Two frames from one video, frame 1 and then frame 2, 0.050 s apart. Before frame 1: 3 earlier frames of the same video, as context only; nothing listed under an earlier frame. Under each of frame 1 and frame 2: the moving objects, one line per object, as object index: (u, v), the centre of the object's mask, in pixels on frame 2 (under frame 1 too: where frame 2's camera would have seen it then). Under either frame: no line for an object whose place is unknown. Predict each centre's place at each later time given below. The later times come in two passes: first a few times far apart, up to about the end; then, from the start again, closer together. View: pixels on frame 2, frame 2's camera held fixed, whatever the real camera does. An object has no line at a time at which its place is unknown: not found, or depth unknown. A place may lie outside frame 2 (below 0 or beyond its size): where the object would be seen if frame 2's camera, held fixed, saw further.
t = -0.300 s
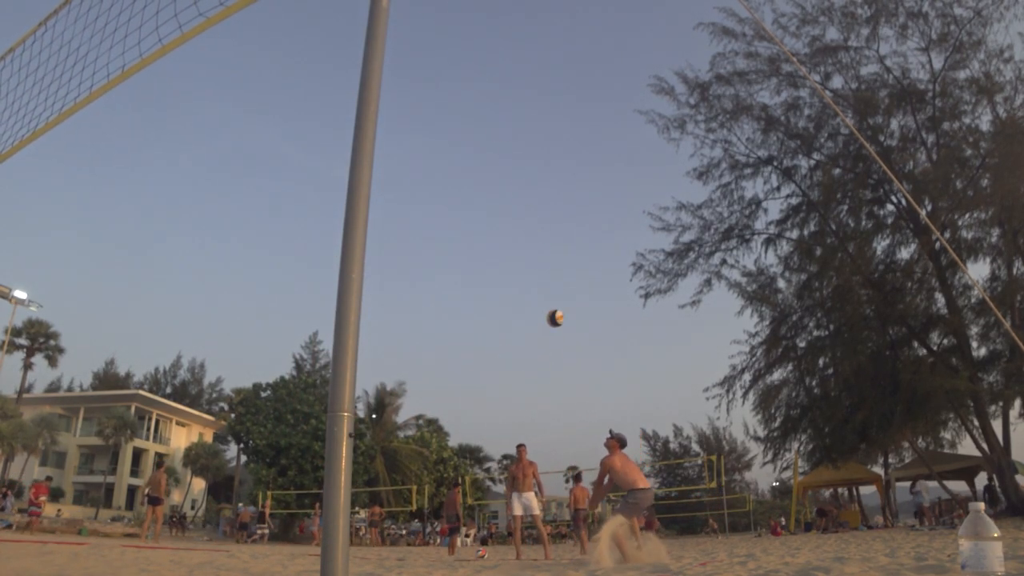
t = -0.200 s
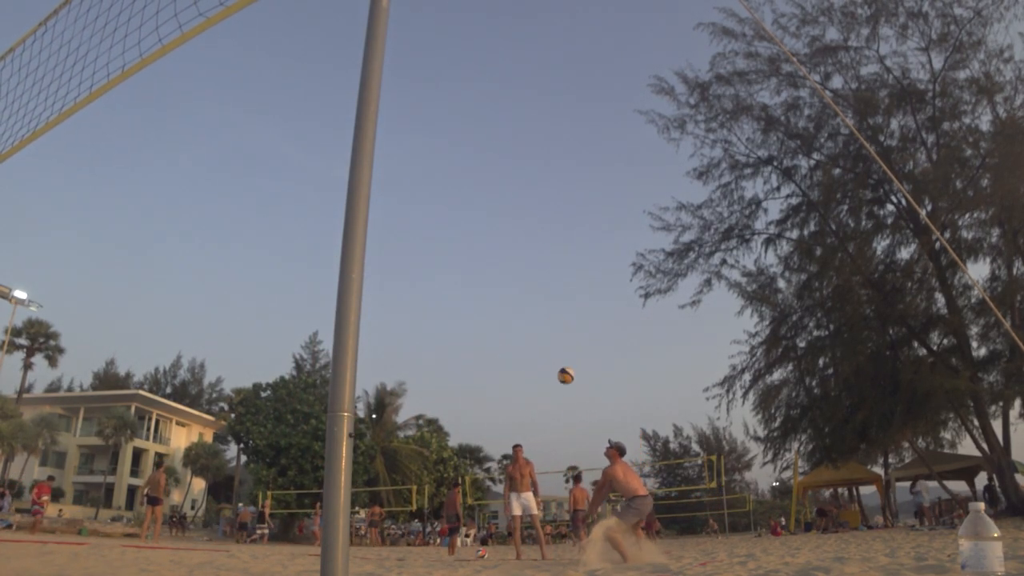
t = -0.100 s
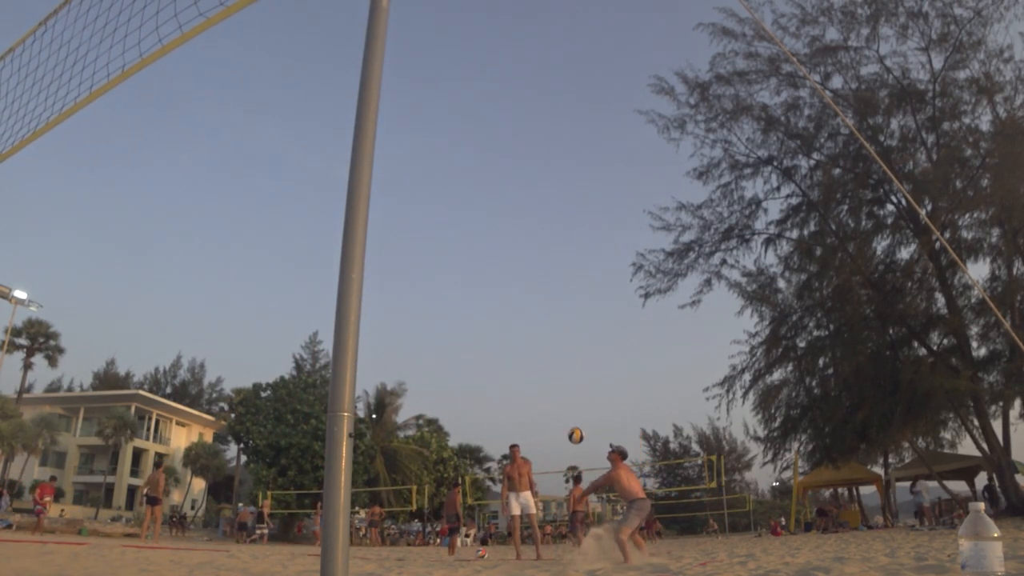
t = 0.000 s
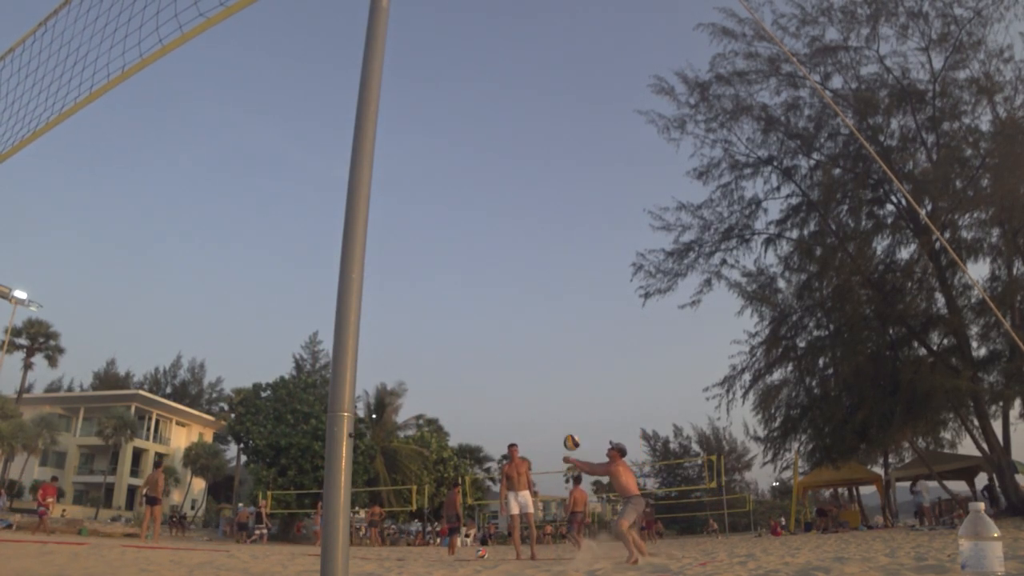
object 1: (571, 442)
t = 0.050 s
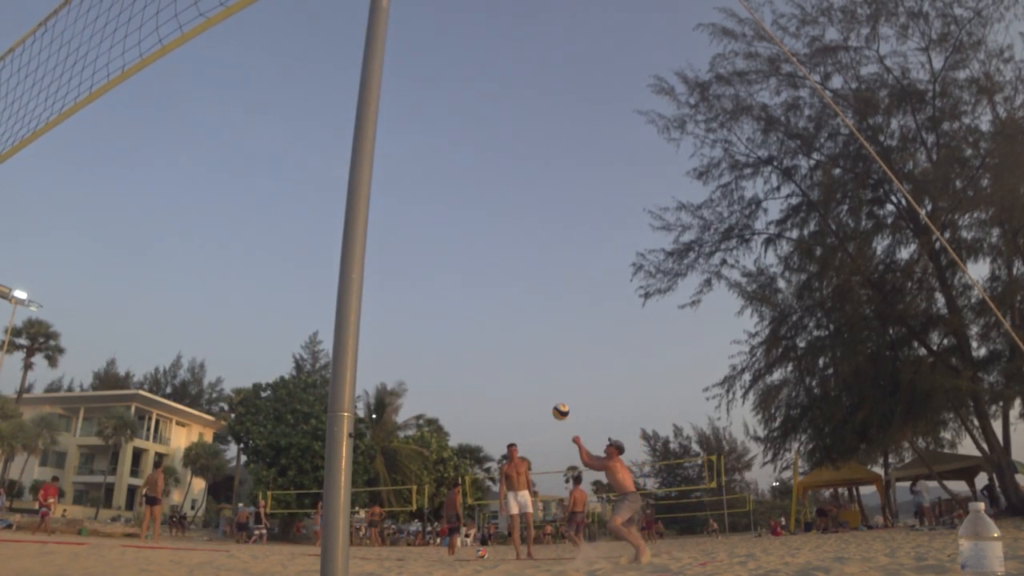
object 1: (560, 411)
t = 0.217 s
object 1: (524, 322)
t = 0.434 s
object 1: (476, 235)
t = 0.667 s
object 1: (422, 180)
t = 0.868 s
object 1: (375, 165)
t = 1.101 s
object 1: (299, 189)
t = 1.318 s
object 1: (221, 264)
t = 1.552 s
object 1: (122, 420)
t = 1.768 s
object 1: (37, 513)
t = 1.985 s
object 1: (5, 409)
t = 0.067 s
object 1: (557, 402)
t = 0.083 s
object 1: (553, 392)
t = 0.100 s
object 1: (549, 382)
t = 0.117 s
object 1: (545, 373)
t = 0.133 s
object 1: (542, 364)
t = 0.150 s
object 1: (538, 355)
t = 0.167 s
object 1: (534, 347)
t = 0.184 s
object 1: (531, 338)
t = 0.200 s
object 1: (527, 330)
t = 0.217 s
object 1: (524, 322)
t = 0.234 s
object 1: (520, 314)
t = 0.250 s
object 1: (516, 306)
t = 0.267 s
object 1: (512, 298)
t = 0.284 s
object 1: (509, 291)
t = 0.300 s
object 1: (505, 284)
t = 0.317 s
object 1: (501, 277)
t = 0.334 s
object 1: (498, 270)
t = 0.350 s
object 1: (494, 264)
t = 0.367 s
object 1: (491, 258)
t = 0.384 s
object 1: (487, 252)
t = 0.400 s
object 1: (483, 246)
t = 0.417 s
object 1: (480, 240)
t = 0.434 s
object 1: (476, 235)
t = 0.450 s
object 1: (472, 229)
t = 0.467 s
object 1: (468, 224)
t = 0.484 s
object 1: (464, 219)
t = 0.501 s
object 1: (460, 214)
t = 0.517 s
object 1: (457, 210)
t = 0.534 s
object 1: (452, 206)
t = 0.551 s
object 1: (449, 203)
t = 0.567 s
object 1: (445, 198)
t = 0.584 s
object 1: (441, 195)
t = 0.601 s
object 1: (437, 191)
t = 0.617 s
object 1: (433, 188)
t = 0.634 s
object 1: (430, 185)
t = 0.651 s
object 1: (425, 182)
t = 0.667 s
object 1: (422, 180)
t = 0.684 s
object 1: (417, 177)
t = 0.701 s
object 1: (413, 175)
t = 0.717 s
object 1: (409, 173)
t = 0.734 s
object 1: (405, 171)
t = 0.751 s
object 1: (401, 170)
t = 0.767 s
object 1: (397, 168)
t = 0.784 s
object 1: (392, 167)
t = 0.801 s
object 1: (387, 166)
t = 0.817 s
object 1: (383, 165)
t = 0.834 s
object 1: (380, 165)
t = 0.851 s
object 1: (377, 164)
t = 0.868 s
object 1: (375, 165)
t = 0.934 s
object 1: (345, 166)
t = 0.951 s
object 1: (342, 167)
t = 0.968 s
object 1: (340, 169)
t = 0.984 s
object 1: (335, 171)
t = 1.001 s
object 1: (330, 173)
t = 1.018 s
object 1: (325, 175)
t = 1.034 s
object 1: (320, 177)
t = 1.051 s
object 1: (315, 180)
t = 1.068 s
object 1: (309, 183)
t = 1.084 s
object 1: (304, 186)
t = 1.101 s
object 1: (299, 189)
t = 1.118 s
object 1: (294, 193)
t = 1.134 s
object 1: (288, 197)
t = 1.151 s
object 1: (282, 202)
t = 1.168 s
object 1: (277, 206)
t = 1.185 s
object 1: (271, 211)
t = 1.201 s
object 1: (265, 216)
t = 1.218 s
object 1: (259, 222)
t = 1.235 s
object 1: (253, 228)
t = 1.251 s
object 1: (247, 235)
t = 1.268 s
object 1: (241, 241)
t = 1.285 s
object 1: (235, 248)
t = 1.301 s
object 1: (228, 256)
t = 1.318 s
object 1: (221, 264)
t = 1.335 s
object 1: (214, 272)
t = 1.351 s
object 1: (208, 281)
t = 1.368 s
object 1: (201, 291)
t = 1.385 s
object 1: (194, 300)
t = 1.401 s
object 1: (187, 310)
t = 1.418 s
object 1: (180, 320)
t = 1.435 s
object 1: (173, 332)
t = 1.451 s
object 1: (166, 343)
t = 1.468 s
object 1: (159, 354)
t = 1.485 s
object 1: (152, 366)
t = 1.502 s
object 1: (145, 379)
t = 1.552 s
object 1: (122, 420)
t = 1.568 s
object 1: (115, 434)
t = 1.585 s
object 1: (106, 449)
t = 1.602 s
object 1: (99, 464)
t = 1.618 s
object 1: (91, 481)
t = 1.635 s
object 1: (83, 496)
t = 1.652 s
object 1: (74, 514)
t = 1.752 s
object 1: (41, 524)
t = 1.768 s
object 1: (37, 513)
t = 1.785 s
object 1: (35, 503)
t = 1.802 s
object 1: (32, 494)
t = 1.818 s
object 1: (29, 485)
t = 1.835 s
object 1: (25, 475)
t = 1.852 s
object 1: (22, 466)
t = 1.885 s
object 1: (16, 450)
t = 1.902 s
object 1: (14, 442)
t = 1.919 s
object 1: (12, 435)
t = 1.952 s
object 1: (9, 421)
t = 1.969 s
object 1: (7, 414)
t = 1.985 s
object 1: (5, 409)
